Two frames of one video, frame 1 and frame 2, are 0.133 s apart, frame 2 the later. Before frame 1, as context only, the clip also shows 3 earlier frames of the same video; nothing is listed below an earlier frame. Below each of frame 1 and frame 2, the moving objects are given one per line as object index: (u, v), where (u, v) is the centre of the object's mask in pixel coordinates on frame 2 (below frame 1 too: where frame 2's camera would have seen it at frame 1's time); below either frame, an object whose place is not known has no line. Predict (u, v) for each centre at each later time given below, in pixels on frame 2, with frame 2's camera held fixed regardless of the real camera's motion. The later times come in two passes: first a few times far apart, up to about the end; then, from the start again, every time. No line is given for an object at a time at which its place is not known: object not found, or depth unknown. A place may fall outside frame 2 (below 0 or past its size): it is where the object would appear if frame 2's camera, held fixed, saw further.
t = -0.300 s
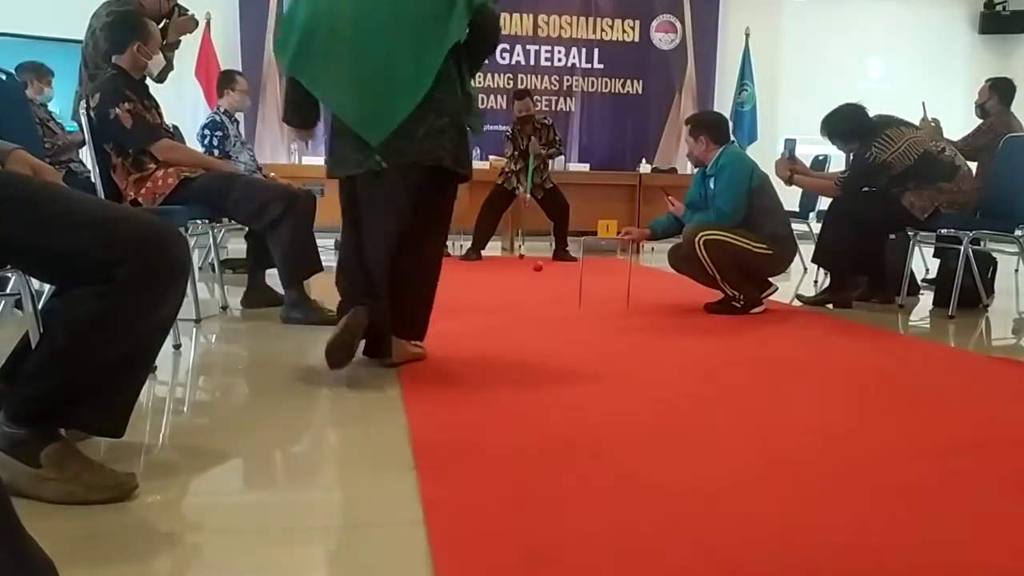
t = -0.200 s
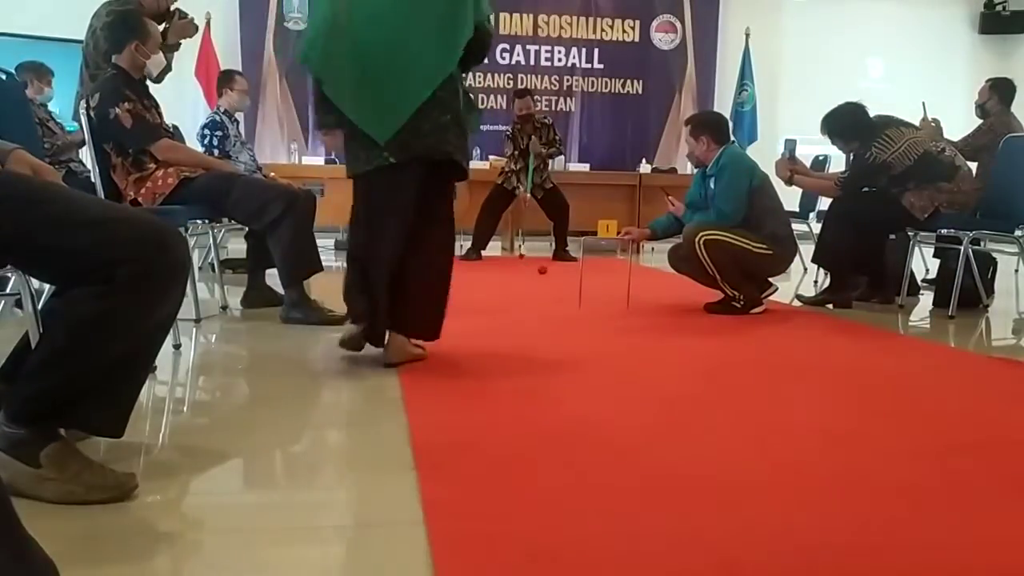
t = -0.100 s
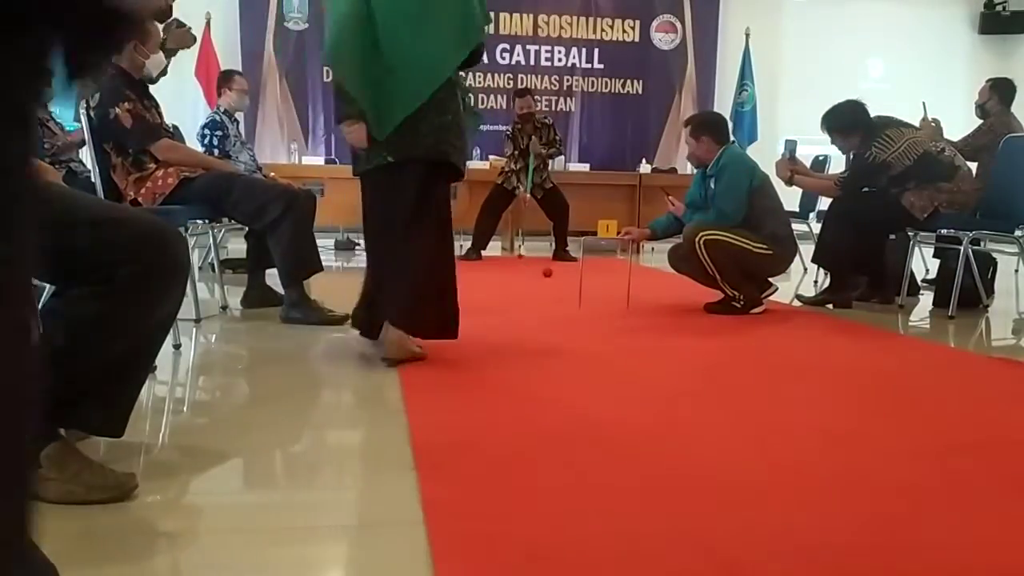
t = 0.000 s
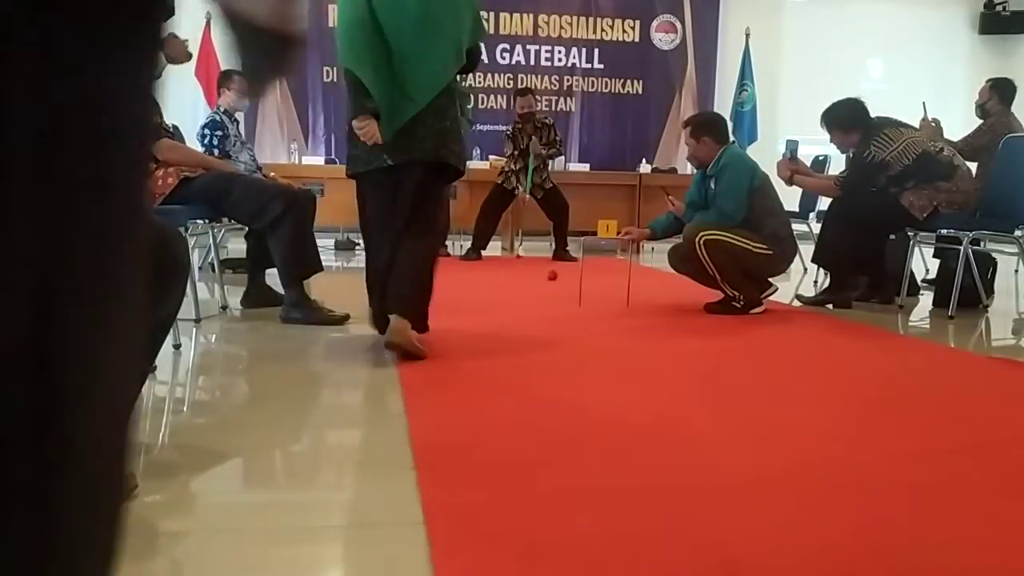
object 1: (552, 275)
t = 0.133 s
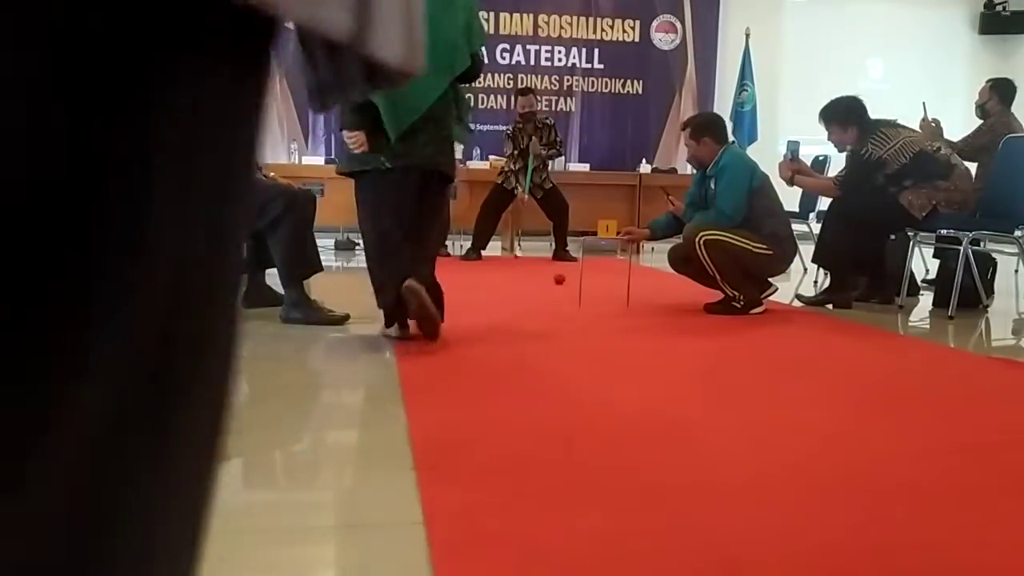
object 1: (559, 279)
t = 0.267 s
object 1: (566, 284)
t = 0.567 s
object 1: (587, 295)
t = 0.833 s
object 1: (610, 308)
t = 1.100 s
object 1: (638, 324)
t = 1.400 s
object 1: (681, 347)
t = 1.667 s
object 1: (732, 374)
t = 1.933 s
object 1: (807, 413)
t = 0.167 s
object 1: (560, 280)
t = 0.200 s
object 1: (563, 282)
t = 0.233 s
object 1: (565, 283)
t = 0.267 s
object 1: (566, 284)
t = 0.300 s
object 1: (569, 285)
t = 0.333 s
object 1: (572, 287)
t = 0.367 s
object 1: (573, 287)
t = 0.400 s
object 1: (575, 288)
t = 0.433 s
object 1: (578, 290)
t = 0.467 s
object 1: (580, 291)
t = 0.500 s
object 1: (582, 294)
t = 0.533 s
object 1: (584, 294)
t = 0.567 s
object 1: (587, 295)
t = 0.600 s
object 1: (589, 296)
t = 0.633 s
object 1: (592, 298)
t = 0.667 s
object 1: (595, 300)
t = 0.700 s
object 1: (598, 301)
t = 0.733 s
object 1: (600, 304)
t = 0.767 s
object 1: (603, 304)
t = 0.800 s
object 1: (607, 307)
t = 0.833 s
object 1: (610, 308)
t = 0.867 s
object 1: (612, 311)
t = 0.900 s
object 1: (616, 311)
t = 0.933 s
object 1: (619, 315)
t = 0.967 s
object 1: (622, 316)
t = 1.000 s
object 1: (625, 319)
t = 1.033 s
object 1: (630, 319)
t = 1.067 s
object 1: (634, 323)
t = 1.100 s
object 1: (638, 324)
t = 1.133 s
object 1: (642, 327)
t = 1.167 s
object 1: (646, 328)
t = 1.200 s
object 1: (651, 332)
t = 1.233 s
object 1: (655, 334)
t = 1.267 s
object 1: (660, 336)
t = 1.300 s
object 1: (665, 339)
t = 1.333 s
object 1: (671, 342)
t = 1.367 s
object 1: (674, 345)
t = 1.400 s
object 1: (681, 347)
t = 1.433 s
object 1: (687, 351)
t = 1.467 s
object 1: (693, 353)
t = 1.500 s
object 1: (697, 357)
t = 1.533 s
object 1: (705, 359)
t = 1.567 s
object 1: (711, 363)
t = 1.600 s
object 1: (719, 366)
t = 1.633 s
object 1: (723, 369)
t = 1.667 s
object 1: (732, 374)
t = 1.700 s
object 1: (740, 379)
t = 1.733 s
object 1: (749, 381)
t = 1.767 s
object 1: (755, 388)
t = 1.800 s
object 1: (766, 392)
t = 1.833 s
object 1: (775, 397)
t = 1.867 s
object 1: (786, 401)
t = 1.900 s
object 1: (793, 408)
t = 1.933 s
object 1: (807, 413)
